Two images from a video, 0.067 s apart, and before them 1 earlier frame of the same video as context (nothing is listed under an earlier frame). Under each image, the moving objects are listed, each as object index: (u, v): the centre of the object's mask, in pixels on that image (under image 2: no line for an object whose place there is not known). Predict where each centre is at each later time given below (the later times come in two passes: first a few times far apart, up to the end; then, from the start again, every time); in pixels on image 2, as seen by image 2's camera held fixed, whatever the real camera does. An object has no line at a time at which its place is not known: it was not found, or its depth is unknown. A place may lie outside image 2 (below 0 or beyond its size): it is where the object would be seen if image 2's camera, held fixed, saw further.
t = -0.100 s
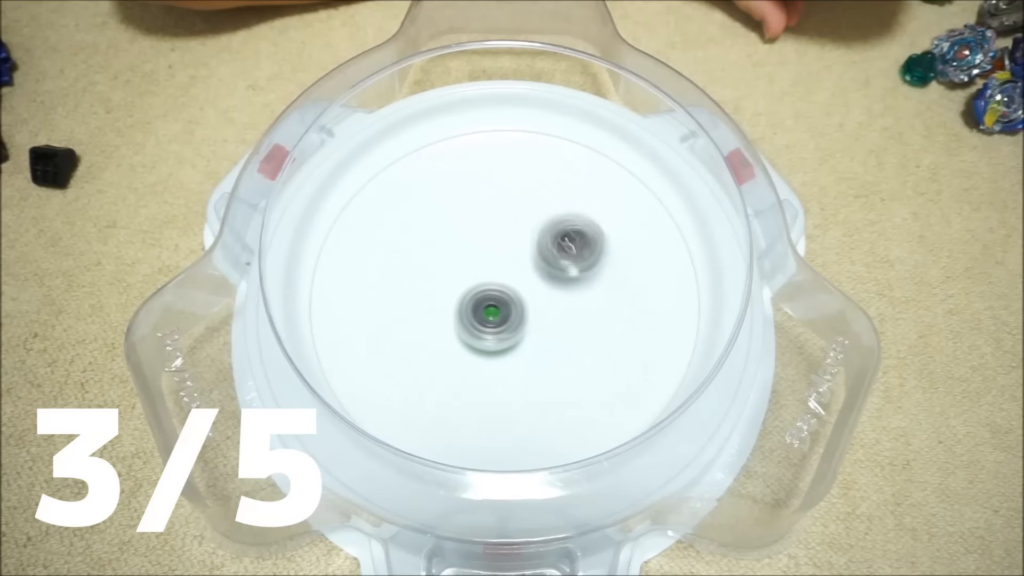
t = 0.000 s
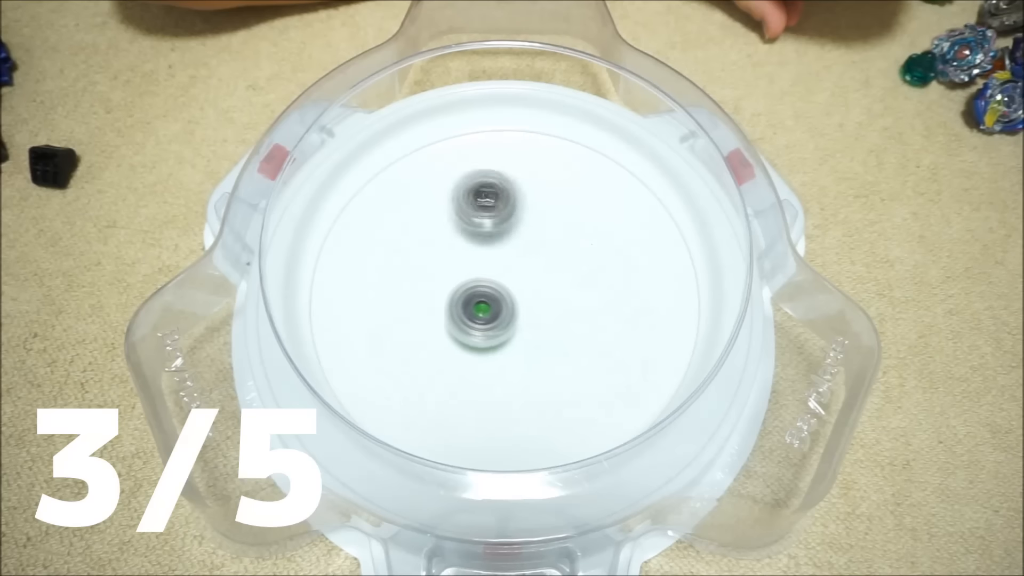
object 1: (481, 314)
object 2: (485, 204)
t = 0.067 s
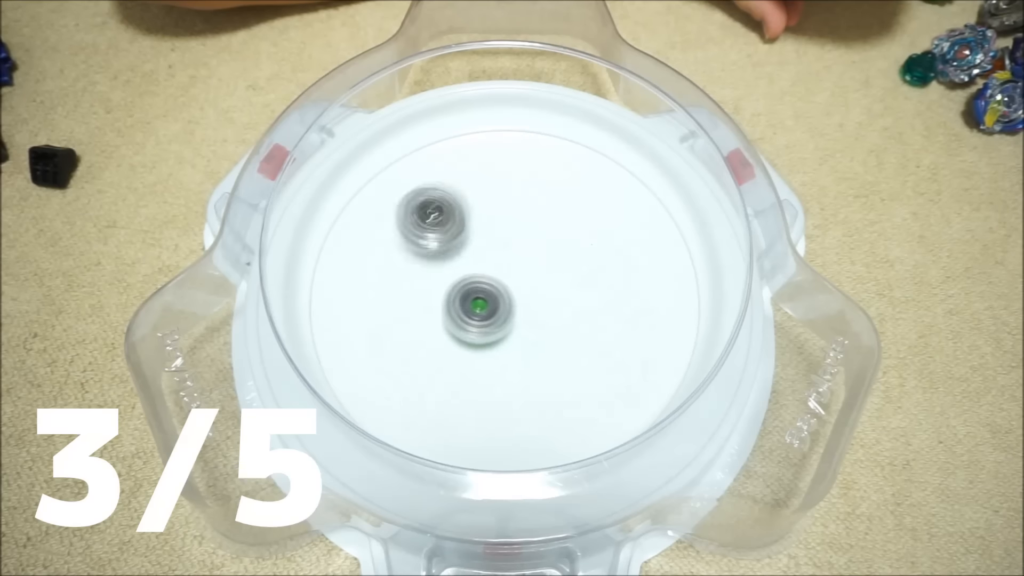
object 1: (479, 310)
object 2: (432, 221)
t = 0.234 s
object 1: (512, 300)
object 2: (412, 351)
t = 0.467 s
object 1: (536, 249)
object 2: (604, 286)
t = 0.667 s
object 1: (492, 230)
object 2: (645, 243)
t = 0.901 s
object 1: (476, 253)
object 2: (573, 227)
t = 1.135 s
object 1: (446, 284)
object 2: (540, 311)
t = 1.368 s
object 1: (446, 315)
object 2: (541, 380)
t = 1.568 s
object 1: (466, 333)
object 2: (553, 388)
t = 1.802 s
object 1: (478, 316)
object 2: (558, 338)
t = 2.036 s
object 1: (466, 291)
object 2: (563, 284)
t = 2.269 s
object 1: (455, 282)
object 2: (535, 247)
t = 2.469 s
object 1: (456, 288)
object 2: (525, 247)
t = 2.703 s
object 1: (471, 301)
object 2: (545, 263)
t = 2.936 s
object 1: (494, 307)
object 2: (566, 260)
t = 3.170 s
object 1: (508, 313)
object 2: (557, 251)
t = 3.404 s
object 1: (482, 341)
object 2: (561, 218)
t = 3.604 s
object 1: (482, 342)
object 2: (518, 263)
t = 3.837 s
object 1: (468, 352)
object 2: (527, 302)
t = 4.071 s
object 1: (459, 346)
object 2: (565, 290)
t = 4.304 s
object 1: (464, 325)
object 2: (531, 269)
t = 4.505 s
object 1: (467, 314)
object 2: (517, 260)
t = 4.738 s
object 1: (478, 309)
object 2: (519, 246)
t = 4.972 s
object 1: (476, 324)
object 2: (547, 222)
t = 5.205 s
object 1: (495, 329)
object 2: (533, 243)
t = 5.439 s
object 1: (475, 363)
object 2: (573, 245)
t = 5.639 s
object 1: (478, 369)
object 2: (573, 244)
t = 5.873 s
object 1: (488, 357)
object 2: (533, 284)
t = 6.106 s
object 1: (496, 342)
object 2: (526, 257)
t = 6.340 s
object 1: (519, 319)
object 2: (498, 239)
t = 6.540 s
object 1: (542, 310)
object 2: (483, 262)
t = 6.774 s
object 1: (567, 311)
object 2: (488, 284)
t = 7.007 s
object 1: (582, 319)
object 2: (501, 288)
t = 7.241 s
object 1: (572, 322)
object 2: (509, 283)
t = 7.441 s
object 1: (555, 321)
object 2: (497, 255)
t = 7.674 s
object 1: (531, 305)
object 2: (486, 244)
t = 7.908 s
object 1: (523, 297)
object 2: (480, 239)
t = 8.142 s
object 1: (527, 294)
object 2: (482, 230)
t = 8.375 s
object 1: (531, 298)
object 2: (497, 235)
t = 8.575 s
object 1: (529, 313)
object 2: (511, 245)
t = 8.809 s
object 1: (489, 327)
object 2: (557, 261)
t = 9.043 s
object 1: (448, 311)
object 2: (585, 275)
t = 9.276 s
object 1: (458, 294)
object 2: (568, 280)
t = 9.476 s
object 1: (505, 279)
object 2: (572, 281)
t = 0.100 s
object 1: (479, 308)
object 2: (416, 243)
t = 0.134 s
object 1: (480, 305)
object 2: (408, 272)
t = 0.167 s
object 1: (495, 308)
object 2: (395, 298)
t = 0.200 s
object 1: (504, 306)
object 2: (394, 325)
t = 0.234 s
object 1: (512, 300)
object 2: (412, 351)
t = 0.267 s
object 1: (517, 294)
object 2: (444, 369)
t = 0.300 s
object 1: (523, 288)
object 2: (486, 370)
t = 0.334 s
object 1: (526, 282)
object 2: (523, 358)
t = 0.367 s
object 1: (529, 273)
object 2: (553, 344)
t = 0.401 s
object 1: (533, 261)
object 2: (578, 328)
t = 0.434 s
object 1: (535, 255)
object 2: (595, 308)
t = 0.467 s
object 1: (536, 249)
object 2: (604, 286)
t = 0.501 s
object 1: (535, 248)
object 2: (605, 271)
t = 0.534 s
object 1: (528, 242)
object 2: (615, 265)
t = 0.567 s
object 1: (513, 235)
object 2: (629, 262)
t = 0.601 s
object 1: (503, 231)
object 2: (637, 257)
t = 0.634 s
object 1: (497, 229)
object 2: (643, 250)
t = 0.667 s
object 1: (492, 230)
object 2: (645, 243)
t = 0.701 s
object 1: (488, 232)
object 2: (645, 236)
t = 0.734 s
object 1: (484, 235)
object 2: (643, 226)
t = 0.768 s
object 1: (481, 239)
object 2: (636, 219)
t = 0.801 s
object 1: (479, 242)
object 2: (622, 218)
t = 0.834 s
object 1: (478, 246)
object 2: (608, 218)
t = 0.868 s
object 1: (477, 249)
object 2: (591, 220)
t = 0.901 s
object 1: (476, 253)
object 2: (573, 227)
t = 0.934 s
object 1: (476, 257)
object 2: (557, 236)
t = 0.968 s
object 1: (470, 261)
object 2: (547, 248)
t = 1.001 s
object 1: (459, 265)
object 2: (547, 260)
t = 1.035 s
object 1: (454, 269)
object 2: (544, 274)
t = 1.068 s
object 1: (451, 274)
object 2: (542, 286)
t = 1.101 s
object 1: (448, 279)
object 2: (541, 299)
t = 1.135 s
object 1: (446, 284)
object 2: (540, 311)
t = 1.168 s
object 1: (444, 289)
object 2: (539, 324)
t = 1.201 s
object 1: (443, 294)
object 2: (539, 335)
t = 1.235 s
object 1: (443, 298)
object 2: (538, 346)
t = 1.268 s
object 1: (443, 303)
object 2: (538, 356)
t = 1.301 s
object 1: (443, 307)
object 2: (538, 364)
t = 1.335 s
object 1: (444, 311)
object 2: (540, 372)
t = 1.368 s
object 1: (446, 315)
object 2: (541, 380)
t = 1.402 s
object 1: (448, 320)
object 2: (543, 387)
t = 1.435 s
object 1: (451, 323)
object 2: (546, 393)
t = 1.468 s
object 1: (454, 326)
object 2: (549, 396)
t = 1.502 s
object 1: (457, 329)
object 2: (552, 396)
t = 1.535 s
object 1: (461, 331)
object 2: (553, 393)
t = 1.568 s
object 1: (466, 333)
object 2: (553, 388)
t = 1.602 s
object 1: (471, 335)
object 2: (552, 380)
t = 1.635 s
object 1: (475, 335)
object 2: (548, 372)
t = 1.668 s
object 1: (474, 331)
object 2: (551, 366)
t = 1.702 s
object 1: (472, 324)
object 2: (556, 362)
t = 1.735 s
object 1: (473, 321)
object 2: (560, 355)
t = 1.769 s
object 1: (476, 318)
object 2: (560, 348)
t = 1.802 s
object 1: (478, 316)
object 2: (558, 338)
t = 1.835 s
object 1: (479, 313)
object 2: (555, 329)
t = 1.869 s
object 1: (473, 307)
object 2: (562, 324)
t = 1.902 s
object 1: (468, 301)
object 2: (567, 317)
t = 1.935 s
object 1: (467, 298)
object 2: (570, 309)
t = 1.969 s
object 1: (466, 295)
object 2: (570, 301)
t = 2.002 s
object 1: (466, 293)
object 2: (568, 292)
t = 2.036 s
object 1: (466, 291)
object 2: (563, 284)
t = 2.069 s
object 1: (466, 289)
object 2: (555, 277)
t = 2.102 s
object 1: (467, 287)
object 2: (545, 271)
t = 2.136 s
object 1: (463, 285)
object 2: (540, 266)
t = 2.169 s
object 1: (458, 283)
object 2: (542, 261)
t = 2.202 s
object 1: (457, 282)
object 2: (542, 255)
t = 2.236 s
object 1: (456, 282)
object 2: (539, 251)
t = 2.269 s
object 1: (455, 282)
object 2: (535, 247)
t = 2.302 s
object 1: (456, 282)
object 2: (530, 245)
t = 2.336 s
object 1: (458, 282)
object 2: (525, 245)
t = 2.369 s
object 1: (456, 282)
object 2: (523, 245)
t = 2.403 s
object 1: (455, 284)
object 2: (524, 244)
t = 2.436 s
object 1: (455, 286)
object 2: (525, 245)
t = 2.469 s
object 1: (456, 288)
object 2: (525, 247)
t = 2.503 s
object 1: (458, 289)
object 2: (525, 249)
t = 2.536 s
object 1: (460, 291)
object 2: (524, 252)
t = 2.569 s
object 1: (462, 293)
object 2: (525, 255)
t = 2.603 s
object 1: (464, 295)
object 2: (529, 258)
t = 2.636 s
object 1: (466, 297)
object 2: (534, 259)
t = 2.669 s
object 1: (468, 299)
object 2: (539, 261)
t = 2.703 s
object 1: (471, 301)
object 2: (545, 263)
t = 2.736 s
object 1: (475, 303)
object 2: (550, 264)
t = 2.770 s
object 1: (479, 304)
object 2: (553, 264)
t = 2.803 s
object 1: (484, 304)
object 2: (555, 264)
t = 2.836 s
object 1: (489, 305)
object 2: (556, 264)
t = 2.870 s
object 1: (494, 304)
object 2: (556, 265)
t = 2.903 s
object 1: (493, 306)
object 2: (561, 263)
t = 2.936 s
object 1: (494, 307)
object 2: (566, 260)
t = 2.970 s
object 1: (496, 308)
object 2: (570, 257)
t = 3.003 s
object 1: (499, 309)
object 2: (571, 254)
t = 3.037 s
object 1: (501, 310)
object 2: (570, 252)
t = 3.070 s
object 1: (504, 310)
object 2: (567, 251)
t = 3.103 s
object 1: (507, 310)
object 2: (563, 251)
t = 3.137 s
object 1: (510, 310)
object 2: (558, 253)
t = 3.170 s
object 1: (508, 313)
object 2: (557, 251)
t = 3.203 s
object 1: (496, 323)
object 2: (566, 243)
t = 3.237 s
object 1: (488, 329)
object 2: (572, 236)
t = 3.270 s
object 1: (485, 333)
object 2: (574, 229)
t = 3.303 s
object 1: (484, 336)
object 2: (574, 224)
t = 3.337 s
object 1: (483, 338)
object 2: (572, 220)
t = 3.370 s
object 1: (482, 340)
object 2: (568, 218)
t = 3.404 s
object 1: (482, 341)
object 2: (561, 218)
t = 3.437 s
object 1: (482, 343)
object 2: (555, 220)
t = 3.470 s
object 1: (482, 343)
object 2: (547, 223)
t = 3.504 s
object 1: (482, 343)
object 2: (538, 230)
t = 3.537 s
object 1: (482, 343)
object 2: (530, 241)
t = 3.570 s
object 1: (482, 343)
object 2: (523, 252)
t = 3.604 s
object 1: (482, 342)
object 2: (518, 263)
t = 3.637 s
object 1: (482, 341)
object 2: (515, 272)
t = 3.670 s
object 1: (476, 347)
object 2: (515, 278)
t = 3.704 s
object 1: (473, 350)
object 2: (517, 280)
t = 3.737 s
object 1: (470, 351)
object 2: (519, 285)
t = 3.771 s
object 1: (470, 352)
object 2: (521, 290)
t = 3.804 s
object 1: (469, 353)
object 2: (524, 297)
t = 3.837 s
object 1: (468, 352)
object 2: (527, 302)
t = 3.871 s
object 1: (469, 352)
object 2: (530, 306)
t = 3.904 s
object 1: (466, 352)
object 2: (536, 307)
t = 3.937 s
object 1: (463, 352)
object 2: (545, 306)
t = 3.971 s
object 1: (461, 351)
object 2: (552, 303)
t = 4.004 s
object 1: (460, 350)
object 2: (559, 300)
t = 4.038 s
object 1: (459, 348)
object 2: (563, 295)
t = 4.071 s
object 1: (459, 346)
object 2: (565, 290)
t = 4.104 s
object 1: (458, 344)
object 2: (566, 286)
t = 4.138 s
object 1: (459, 342)
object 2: (564, 282)
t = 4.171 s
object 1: (459, 338)
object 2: (560, 277)
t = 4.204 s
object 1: (460, 335)
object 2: (555, 272)
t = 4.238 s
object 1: (461, 332)
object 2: (548, 270)
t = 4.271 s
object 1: (462, 328)
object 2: (540, 269)
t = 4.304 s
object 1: (464, 325)
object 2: (531, 269)
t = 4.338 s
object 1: (466, 321)
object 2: (523, 270)
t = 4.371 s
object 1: (464, 320)
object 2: (521, 268)
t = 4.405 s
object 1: (462, 319)
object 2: (520, 265)
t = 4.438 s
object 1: (463, 317)
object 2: (519, 263)
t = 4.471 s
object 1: (465, 315)
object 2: (518, 262)
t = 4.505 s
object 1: (467, 314)
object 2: (517, 260)
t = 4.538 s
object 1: (465, 314)
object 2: (519, 255)
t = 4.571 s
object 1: (466, 314)
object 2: (520, 253)
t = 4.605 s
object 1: (467, 313)
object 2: (521, 250)
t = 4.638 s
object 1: (470, 312)
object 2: (521, 248)
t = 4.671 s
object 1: (472, 312)
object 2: (521, 246)
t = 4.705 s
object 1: (475, 311)
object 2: (520, 246)
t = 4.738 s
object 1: (478, 309)
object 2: (519, 246)
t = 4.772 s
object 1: (481, 308)
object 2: (519, 248)
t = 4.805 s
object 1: (477, 314)
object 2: (526, 243)
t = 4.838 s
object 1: (472, 317)
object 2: (534, 237)
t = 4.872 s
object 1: (471, 319)
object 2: (538, 233)
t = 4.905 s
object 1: (473, 321)
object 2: (543, 229)
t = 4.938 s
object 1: (475, 322)
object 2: (546, 224)
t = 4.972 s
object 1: (476, 324)
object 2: (547, 222)
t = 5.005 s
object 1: (479, 325)
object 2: (547, 220)
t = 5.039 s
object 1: (481, 326)
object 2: (546, 220)
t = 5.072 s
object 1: (483, 327)
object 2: (544, 222)
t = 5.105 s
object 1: (486, 328)
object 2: (541, 225)
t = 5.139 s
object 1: (489, 328)
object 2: (538, 231)
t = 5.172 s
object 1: (492, 329)
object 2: (535, 237)
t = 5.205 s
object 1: (495, 329)
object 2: (533, 243)
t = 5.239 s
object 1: (498, 329)
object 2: (530, 253)
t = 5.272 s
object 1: (501, 328)
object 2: (529, 261)
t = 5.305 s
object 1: (493, 339)
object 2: (539, 259)
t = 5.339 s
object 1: (482, 350)
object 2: (552, 254)
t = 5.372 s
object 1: (477, 356)
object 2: (562, 249)
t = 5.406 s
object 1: (475, 359)
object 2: (567, 247)
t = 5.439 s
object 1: (475, 363)
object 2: (573, 245)
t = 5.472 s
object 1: (475, 365)
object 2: (577, 242)
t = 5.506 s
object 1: (476, 367)
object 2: (580, 241)
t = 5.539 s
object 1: (476, 368)
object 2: (582, 240)
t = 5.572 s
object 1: (477, 369)
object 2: (580, 240)
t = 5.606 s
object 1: (478, 369)
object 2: (577, 242)
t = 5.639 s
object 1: (478, 369)
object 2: (573, 244)
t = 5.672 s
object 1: (479, 369)
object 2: (568, 249)
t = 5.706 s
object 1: (480, 368)
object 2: (562, 255)
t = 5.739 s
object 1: (481, 367)
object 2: (556, 259)
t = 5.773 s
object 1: (482, 365)
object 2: (550, 266)
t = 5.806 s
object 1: (484, 363)
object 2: (545, 273)
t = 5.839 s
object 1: (486, 360)
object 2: (538, 278)
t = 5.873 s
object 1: (488, 357)
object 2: (533, 284)
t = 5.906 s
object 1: (490, 353)
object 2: (526, 287)
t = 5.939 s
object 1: (489, 353)
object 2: (526, 288)
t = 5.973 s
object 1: (487, 353)
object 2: (527, 280)
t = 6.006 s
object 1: (489, 350)
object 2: (529, 275)
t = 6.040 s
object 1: (491, 348)
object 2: (529, 269)
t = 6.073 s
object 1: (493, 345)
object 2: (528, 264)
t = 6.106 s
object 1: (496, 342)
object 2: (526, 257)
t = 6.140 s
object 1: (499, 339)
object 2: (524, 252)
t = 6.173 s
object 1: (503, 336)
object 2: (521, 247)
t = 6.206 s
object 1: (506, 333)
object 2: (517, 242)
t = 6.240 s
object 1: (509, 329)
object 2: (513, 240)
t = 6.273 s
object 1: (512, 326)
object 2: (507, 237)
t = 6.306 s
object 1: (515, 323)
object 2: (503, 238)
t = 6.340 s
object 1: (519, 319)
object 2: (498, 239)
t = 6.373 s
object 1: (522, 316)
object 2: (494, 242)
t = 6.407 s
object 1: (526, 313)
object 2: (491, 246)
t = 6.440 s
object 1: (529, 310)
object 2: (487, 250)
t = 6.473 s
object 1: (534, 310)
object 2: (486, 254)
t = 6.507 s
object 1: (538, 310)
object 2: (484, 256)
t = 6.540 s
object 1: (542, 310)
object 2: (483, 262)
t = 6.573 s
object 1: (546, 309)
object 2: (483, 265)
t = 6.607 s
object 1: (550, 309)
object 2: (484, 271)
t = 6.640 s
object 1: (555, 310)
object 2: (483, 272)
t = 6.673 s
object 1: (558, 310)
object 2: (484, 275)
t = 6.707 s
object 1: (562, 310)
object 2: (484, 279)
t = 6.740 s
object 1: (565, 311)
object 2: (486, 282)
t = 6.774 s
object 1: (567, 311)
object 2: (488, 284)
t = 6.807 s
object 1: (569, 311)
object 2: (493, 289)
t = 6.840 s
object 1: (571, 311)
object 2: (497, 291)
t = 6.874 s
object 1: (575, 313)
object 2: (499, 292)
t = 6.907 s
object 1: (578, 316)
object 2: (498, 291)
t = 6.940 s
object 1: (580, 317)
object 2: (500, 289)
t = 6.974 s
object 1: (581, 318)
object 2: (499, 290)
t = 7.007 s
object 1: (582, 319)
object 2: (501, 288)
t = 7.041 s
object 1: (582, 320)
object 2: (501, 288)
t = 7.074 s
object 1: (581, 320)
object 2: (503, 286)
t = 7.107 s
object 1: (580, 321)
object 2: (504, 286)
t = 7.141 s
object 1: (579, 321)
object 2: (505, 284)
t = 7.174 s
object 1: (577, 321)
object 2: (507, 286)
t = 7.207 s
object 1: (574, 321)
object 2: (510, 282)
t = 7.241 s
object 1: (572, 322)
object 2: (509, 283)
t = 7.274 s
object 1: (569, 322)
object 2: (510, 277)
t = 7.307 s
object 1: (568, 324)
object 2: (507, 274)
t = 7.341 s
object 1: (564, 324)
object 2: (503, 268)
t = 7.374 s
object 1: (562, 323)
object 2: (502, 264)
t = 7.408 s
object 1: (558, 322)
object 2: (499, 261)
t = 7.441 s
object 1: (555, 321)
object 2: (497, 255)
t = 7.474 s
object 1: (551, 320)
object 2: (494, 252)
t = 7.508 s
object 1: (548, 318)
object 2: (491, 247)
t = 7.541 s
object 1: (544, 316)
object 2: (489, 246)
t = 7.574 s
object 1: (541, 314)
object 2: (488, 240)
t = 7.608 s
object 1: (538, 311)
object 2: (487, 244)
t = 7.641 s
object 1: (534, 308)
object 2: (485, 243)
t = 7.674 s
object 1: (531, 305)
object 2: (486, 244)
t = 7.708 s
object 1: (528, 303)
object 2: (484, 245)
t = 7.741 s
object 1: (528, 305)
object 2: (483, 243)
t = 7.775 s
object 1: (527, 304)
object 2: (481, 242)
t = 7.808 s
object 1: (525, 302)
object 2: (481, 237)
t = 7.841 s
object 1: (524, 299)
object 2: (479, 241)
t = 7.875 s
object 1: (523, 297)
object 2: (479, 238)
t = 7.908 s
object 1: (523, 297)
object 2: (480, 239)
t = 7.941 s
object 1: (522, 296)
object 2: (479, 238)
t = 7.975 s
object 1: (522, 294)
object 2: (479, 236)
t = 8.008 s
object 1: (523, 293)
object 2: (479, 236)
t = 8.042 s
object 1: (523, 292)
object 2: (480, 231)
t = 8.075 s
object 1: (524, 292)
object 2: (482, 234)
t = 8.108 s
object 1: (526, 294)
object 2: (481, 232)
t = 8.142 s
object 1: (527, 294)
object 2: (482, 230)
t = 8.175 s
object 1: (528, 294)
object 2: (482, 229)
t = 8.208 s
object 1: (529, 294)
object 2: (484, 225)
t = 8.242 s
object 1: (530, 294)
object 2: (485, 231)
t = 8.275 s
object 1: (530, 295)
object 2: (487, 232)
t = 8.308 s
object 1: (531, 295)
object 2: (491, 234)
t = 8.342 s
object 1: (531, 297)
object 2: (494, 236)
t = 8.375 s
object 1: (531, 298)
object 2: (497, 235)
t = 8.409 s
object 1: (532, 301)
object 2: (500, 239)
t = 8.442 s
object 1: (532, 303)
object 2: (502, 240)
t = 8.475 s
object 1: (532, 306)
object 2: (506, 240)
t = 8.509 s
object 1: (531, 309)
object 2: (506, 242)
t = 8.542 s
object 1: (531, 310)
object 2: (509, 243)
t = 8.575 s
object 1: (529, 313)
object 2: (511, 245)
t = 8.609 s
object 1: (527, 316)
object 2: (513, 245)
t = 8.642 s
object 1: (526, 318)
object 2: (514, 245)
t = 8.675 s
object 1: (524, 319)
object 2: (515, 251)
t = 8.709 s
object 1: (522, 320)
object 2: (515, 252)
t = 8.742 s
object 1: (517, 322)
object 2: (518, 255)
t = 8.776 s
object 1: (502, 325)
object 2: (537, 257)
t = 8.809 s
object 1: (489, 327)
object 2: (557, 261)
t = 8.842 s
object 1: (478, 326)
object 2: (566, 263)
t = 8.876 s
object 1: (470, 325)
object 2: (574, 263)
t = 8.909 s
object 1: (463, 323)
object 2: (581, 264)
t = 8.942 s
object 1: (458, 320)
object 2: (587, 266)
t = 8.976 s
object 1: (453, 317)
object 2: (588, 270)
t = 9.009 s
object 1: (450, 314)
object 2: (588, 273)
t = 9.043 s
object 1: (448, 311)
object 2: (585, 275)
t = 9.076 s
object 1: (447, 309)
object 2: (581, 276)
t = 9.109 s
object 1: (446, 306)
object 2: (577, 278)
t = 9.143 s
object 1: (447, 304)
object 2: (573, 279)
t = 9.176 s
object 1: (448, 301)
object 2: (570, 280)
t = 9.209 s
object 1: (451, 298)
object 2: (569, 280)
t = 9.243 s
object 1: (454, 297)
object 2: (568, 280)
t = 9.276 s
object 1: (458, 294)
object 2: (568, 280)
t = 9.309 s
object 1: (464, 292)
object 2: (568, 280)
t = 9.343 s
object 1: (471, 289)
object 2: (568, 280)
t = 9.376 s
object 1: (479, 287)
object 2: (568, 280)
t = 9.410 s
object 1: (489, 284)
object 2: (568, 280)
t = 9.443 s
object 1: (499, 282)
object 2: (568, 280)
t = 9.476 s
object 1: (505, 279)
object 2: (572, 281)
